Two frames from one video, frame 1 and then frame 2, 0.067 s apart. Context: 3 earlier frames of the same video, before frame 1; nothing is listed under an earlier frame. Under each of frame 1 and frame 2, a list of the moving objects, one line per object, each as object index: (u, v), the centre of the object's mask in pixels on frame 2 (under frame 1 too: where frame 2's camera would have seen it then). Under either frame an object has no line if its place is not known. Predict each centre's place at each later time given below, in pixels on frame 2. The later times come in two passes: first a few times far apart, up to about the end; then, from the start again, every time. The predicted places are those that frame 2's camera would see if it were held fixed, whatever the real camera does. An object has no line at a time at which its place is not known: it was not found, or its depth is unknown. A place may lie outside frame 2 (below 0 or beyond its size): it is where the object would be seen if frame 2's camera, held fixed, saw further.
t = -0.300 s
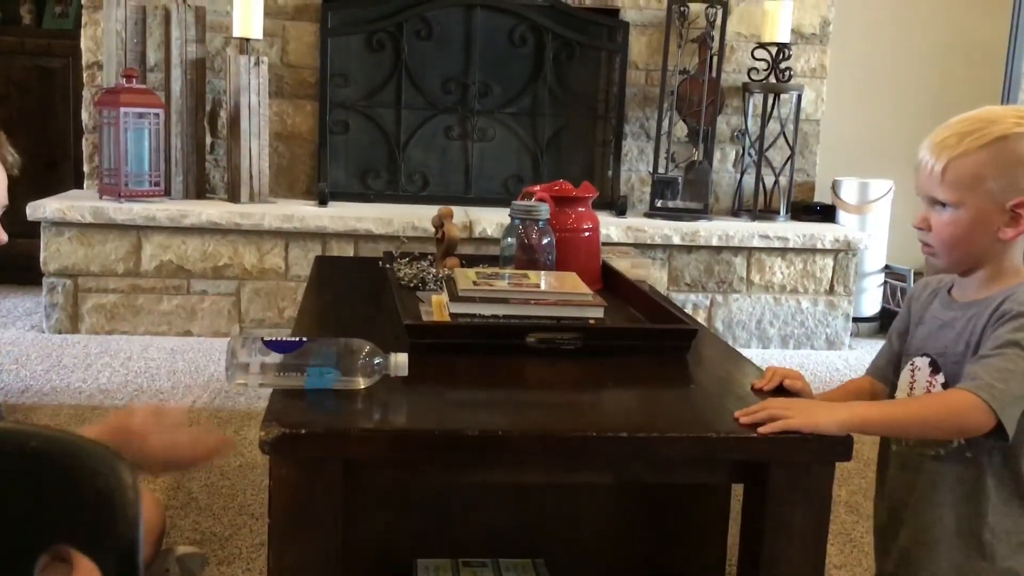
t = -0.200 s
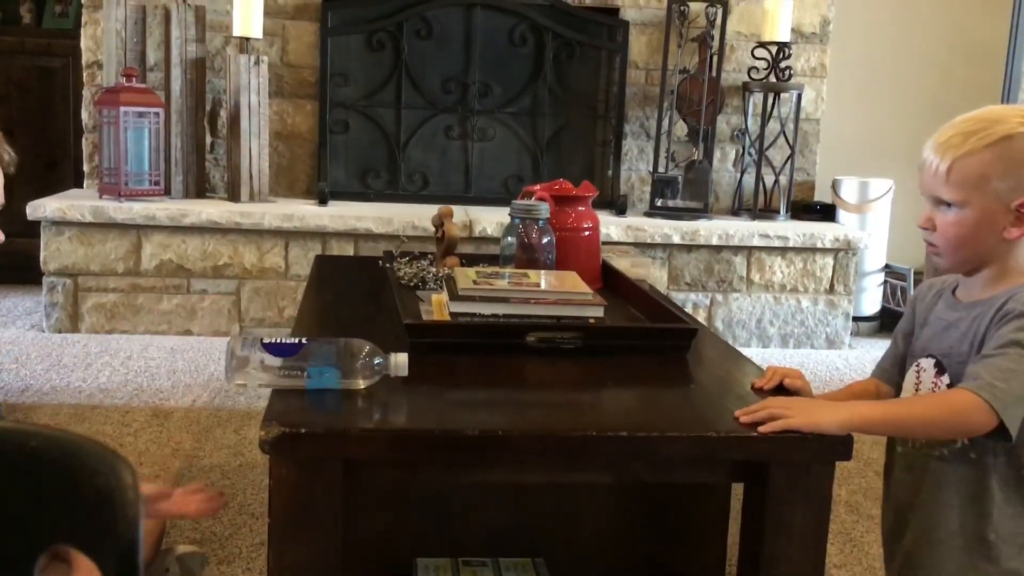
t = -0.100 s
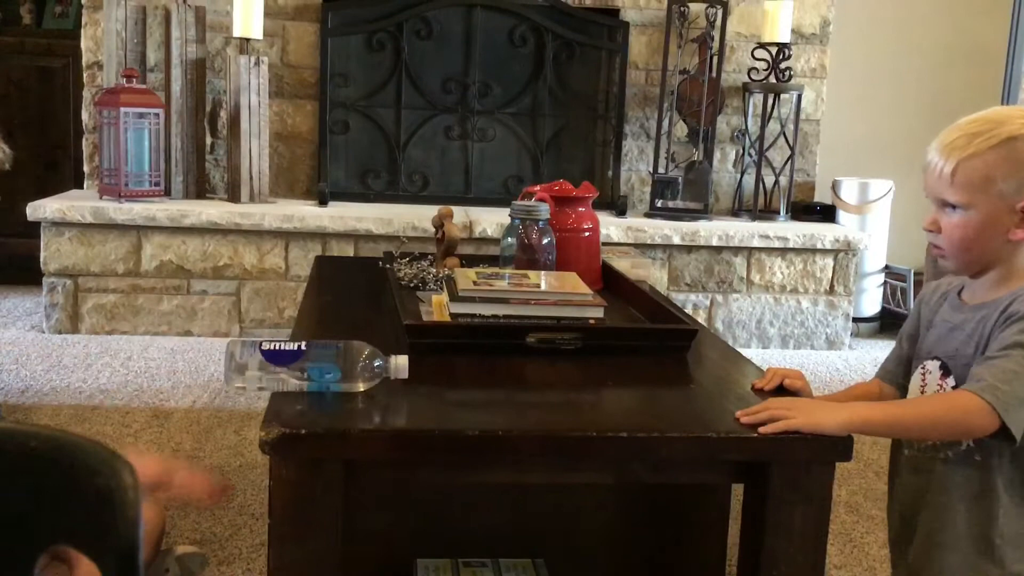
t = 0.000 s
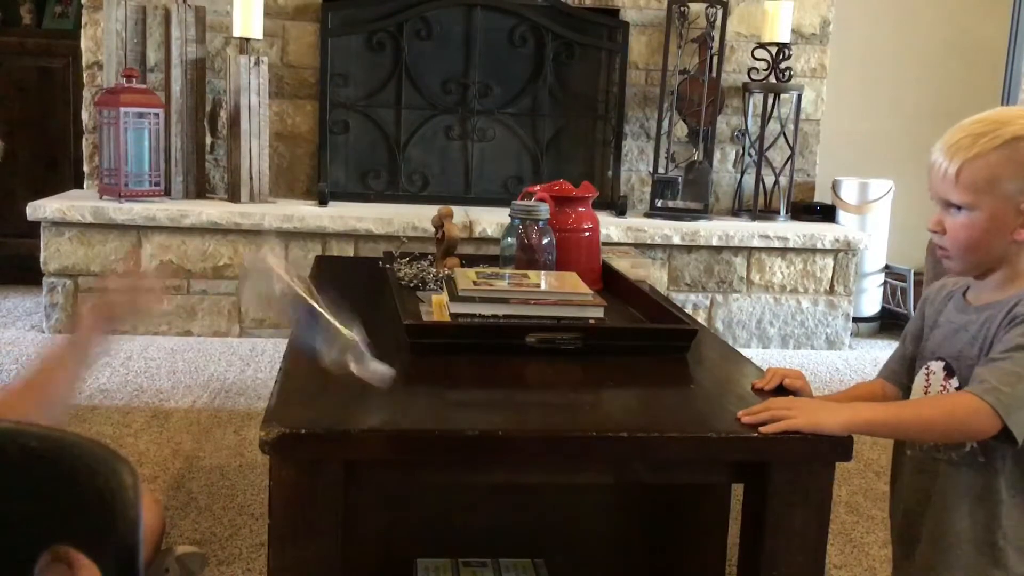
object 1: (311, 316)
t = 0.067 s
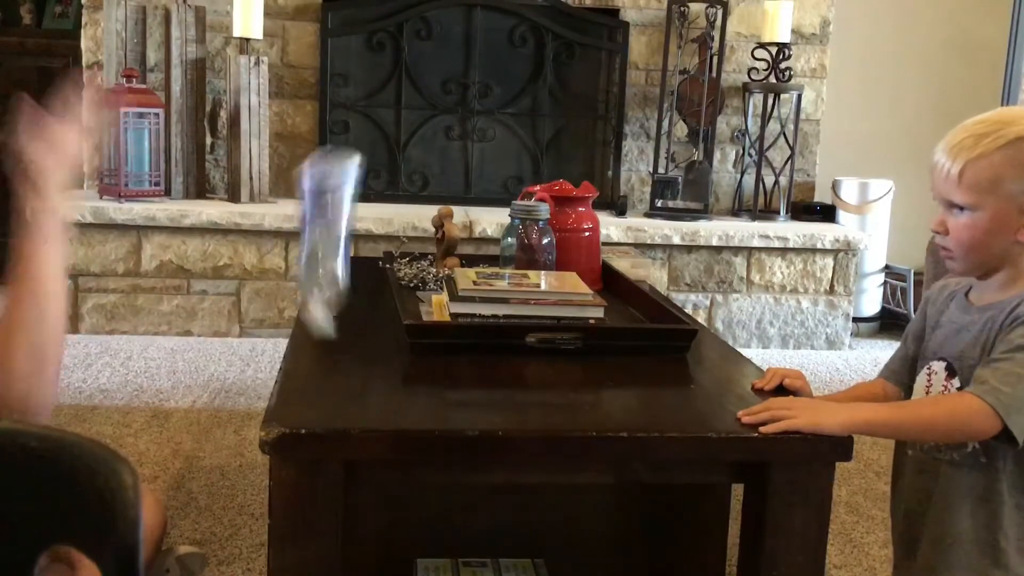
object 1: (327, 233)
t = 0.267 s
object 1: (391, 187)
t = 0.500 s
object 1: (460, 301)
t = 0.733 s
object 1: (508, 340)
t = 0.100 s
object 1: (337, 207)
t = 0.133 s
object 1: (349, 186)
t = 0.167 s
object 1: (363, 171)
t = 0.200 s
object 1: (372, 170)
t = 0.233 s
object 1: (380, 173)
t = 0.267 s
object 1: (391, 187)
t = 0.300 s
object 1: (395, 208)
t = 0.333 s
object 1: (401, 238)
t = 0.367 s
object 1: (408, 274)
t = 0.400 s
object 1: (416, 289)
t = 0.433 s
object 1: (434, 275)
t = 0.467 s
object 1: (446, 286)
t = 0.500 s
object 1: (460, 301)
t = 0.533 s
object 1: (467, 321)
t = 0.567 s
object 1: (485, 341)
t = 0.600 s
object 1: (492, 340)
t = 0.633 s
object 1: (502, 340)
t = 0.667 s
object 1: (507, 340)
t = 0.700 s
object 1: (508, 340)
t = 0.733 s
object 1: (508, 340)
